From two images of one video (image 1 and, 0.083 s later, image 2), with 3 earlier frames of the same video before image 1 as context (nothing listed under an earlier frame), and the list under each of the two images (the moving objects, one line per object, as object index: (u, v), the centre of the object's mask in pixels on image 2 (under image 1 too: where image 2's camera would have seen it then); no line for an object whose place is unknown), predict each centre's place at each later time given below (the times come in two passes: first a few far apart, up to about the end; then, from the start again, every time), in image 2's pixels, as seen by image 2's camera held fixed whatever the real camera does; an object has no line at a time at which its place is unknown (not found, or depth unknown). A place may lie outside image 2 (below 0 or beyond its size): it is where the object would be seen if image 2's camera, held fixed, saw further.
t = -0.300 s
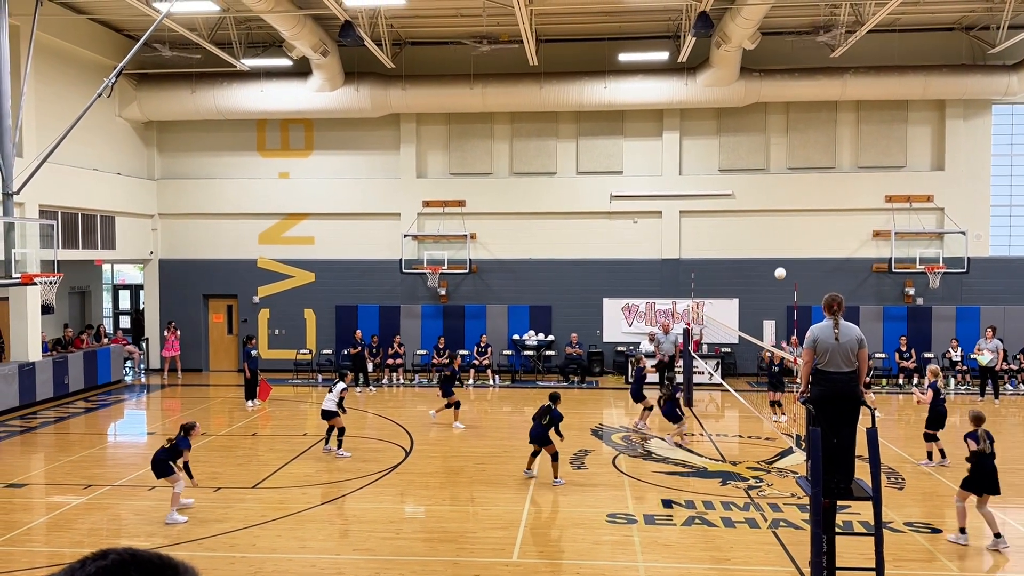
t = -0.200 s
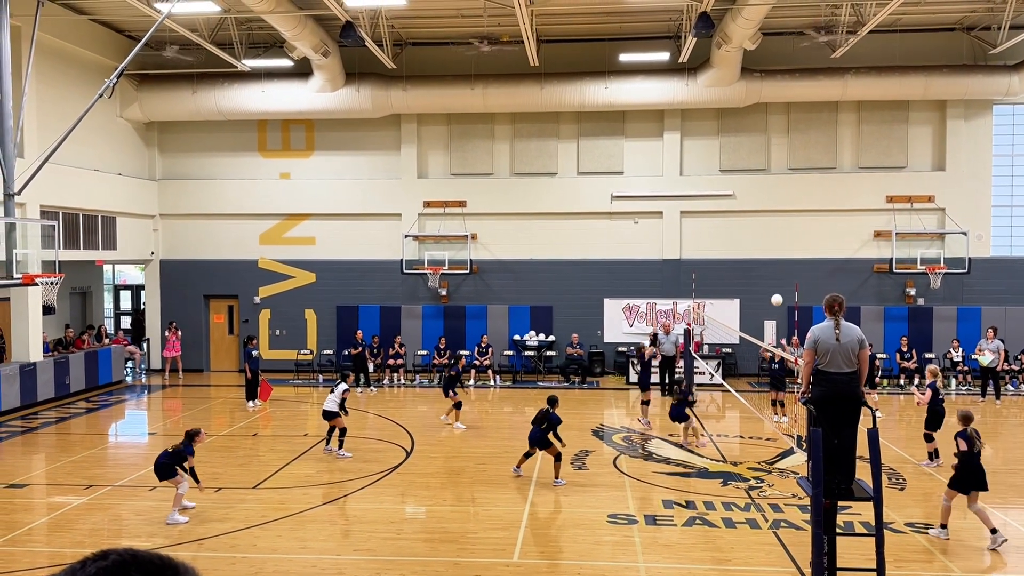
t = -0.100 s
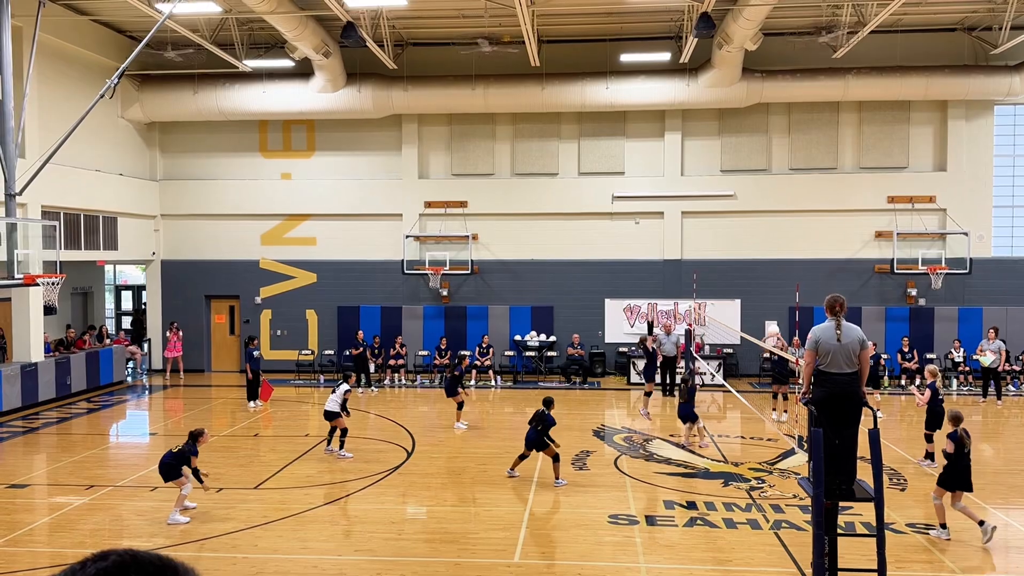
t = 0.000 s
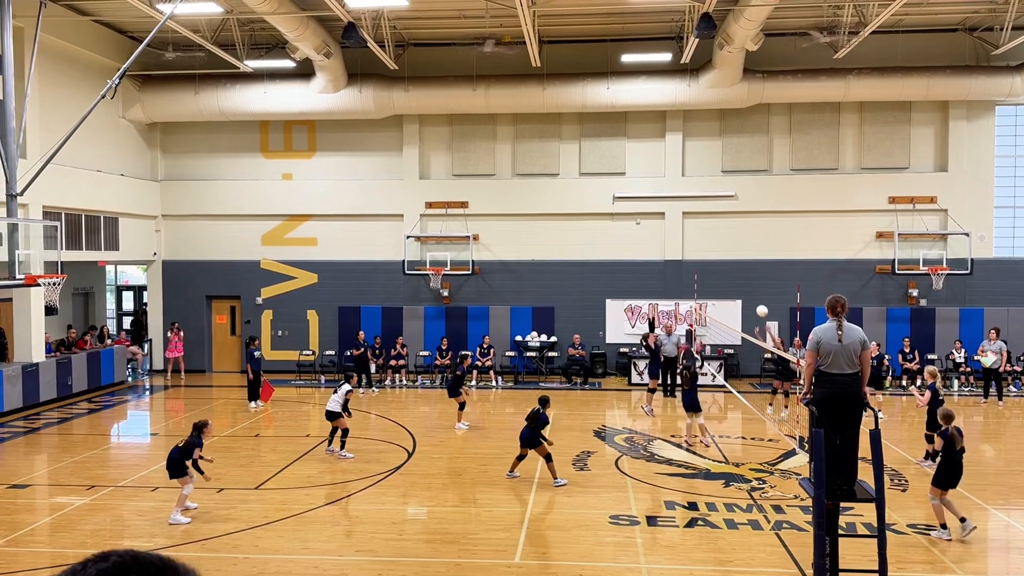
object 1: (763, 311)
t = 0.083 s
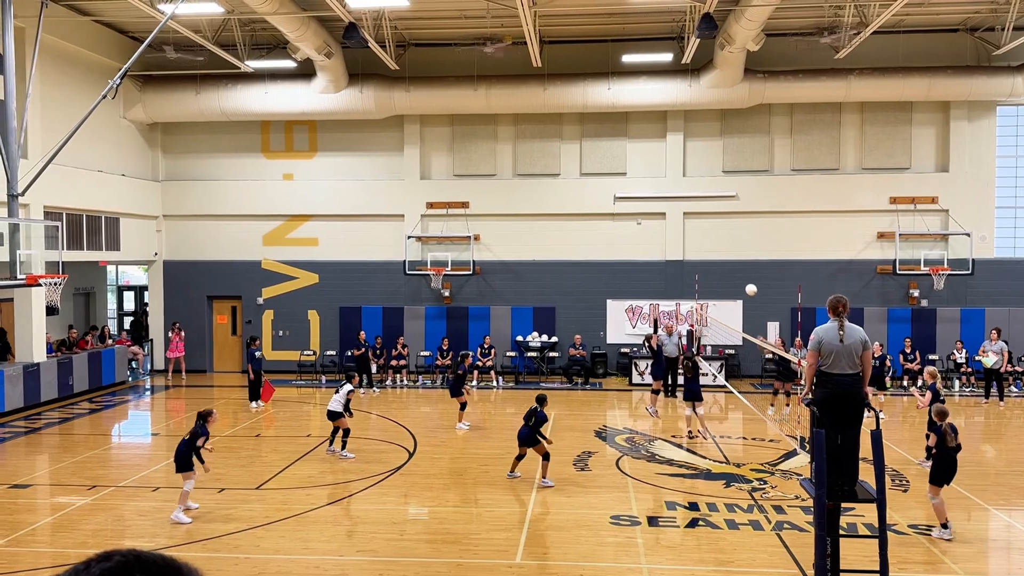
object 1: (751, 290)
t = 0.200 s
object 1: (734, 265)
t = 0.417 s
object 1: (703, 239)
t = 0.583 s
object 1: (680, 235)
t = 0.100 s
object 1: (749, 286)
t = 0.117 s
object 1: (746, 282)
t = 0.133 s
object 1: (744, 278)
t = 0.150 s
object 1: (741, 275)
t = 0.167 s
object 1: (739, 272)
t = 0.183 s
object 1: (737, 268)
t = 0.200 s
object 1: (734, 265)
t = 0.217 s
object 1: (732, 263)
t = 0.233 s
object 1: (729, 260)
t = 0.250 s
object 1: (727, 257)
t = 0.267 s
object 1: (725, 255)
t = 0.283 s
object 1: (722, 252)
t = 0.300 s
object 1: (720, 250)
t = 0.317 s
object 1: (718, 248)
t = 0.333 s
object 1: (715, 246)
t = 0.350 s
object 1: (713, 244)
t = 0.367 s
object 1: (711, 243)
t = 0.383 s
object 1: (708, 241)
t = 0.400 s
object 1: (706, 240)
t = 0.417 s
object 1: (703, 239)
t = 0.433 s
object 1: (701, 238)
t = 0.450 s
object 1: (699, 237)
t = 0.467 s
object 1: (697, 236)
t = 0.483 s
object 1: (694, 236)
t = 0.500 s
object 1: (692, 235)
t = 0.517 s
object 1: (690, 235)
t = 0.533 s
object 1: (687, 235)
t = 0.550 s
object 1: (685, 234)
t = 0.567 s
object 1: (682, 235)
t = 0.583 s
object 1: (680, 235)
